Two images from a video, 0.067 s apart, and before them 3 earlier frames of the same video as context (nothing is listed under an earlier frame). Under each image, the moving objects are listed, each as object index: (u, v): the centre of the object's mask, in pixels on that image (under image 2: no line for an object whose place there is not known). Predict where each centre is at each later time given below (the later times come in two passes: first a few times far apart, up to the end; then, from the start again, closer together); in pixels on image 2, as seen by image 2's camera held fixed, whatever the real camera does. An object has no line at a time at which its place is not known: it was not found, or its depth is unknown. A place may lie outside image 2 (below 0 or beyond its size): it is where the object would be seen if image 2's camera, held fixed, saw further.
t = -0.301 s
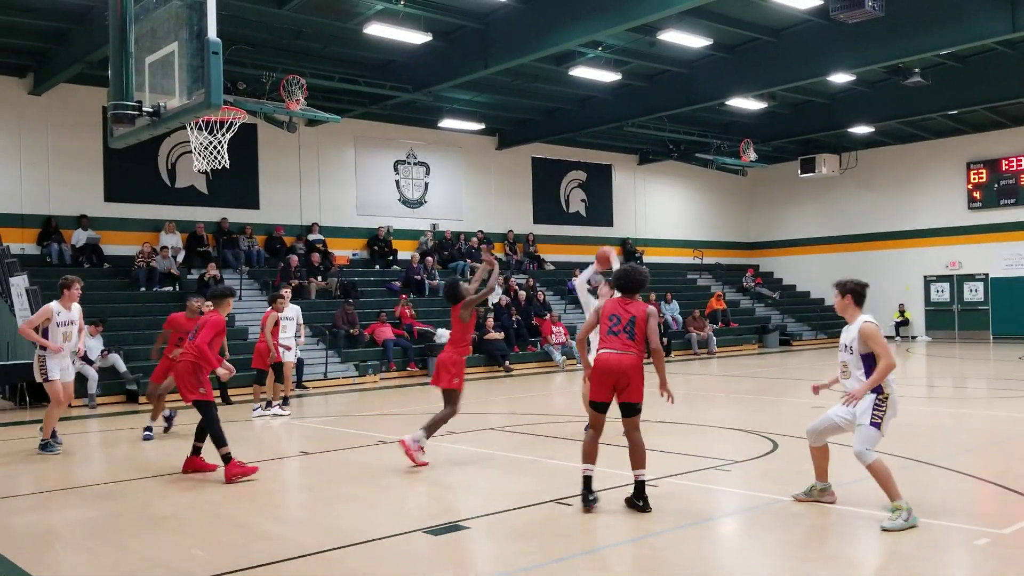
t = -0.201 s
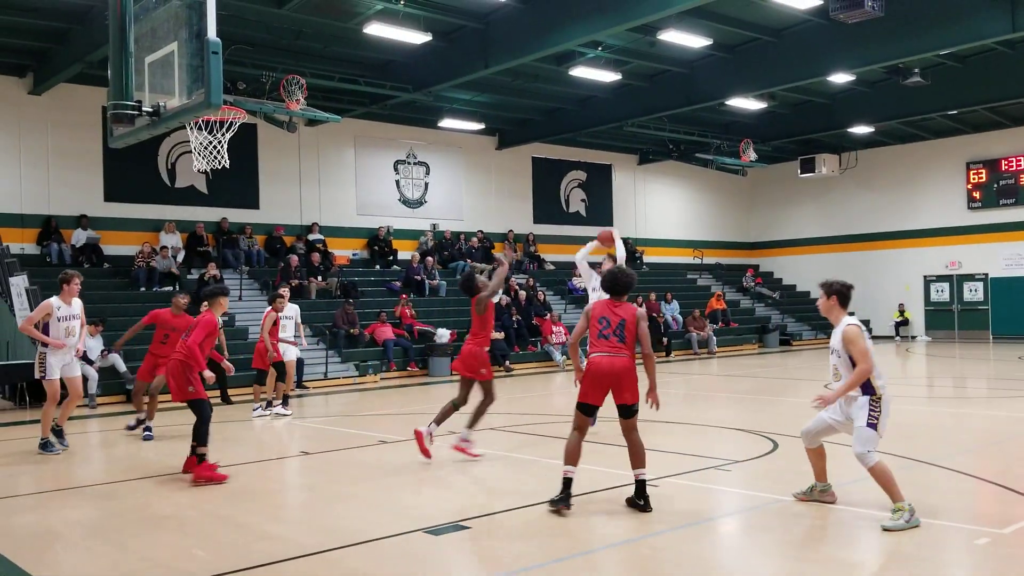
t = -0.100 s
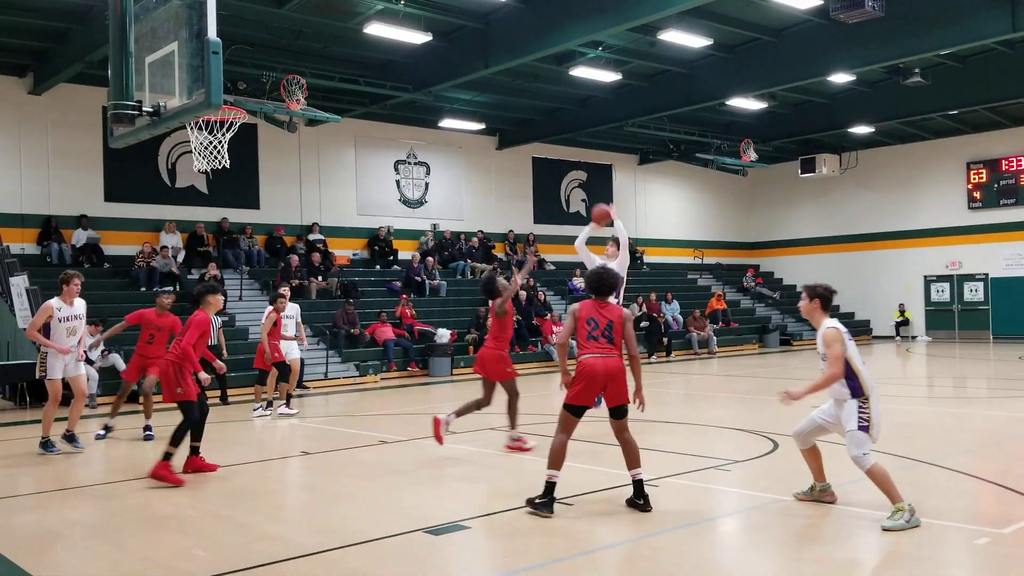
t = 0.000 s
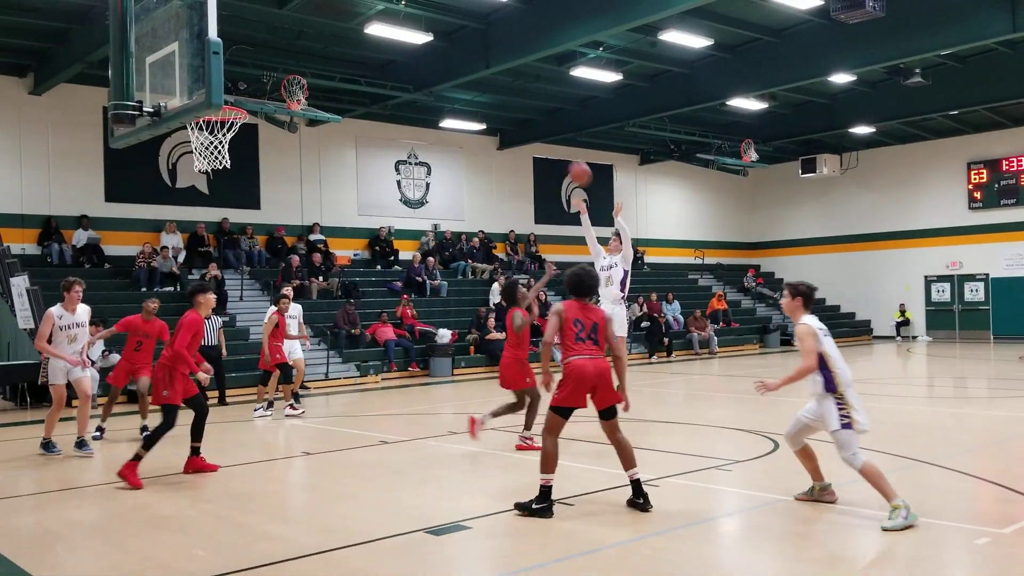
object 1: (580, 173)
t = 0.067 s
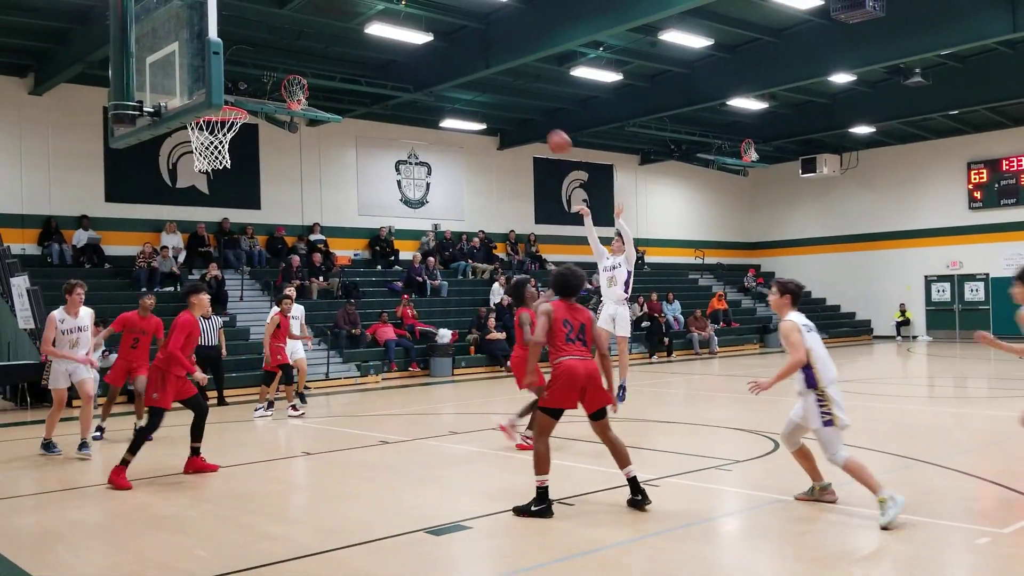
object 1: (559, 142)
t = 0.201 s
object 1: (515, 93)
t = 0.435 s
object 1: (432, 38)
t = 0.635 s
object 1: (347, 33)
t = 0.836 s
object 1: (253, 76)
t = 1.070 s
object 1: (200, 145)
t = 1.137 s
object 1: (211, 157)
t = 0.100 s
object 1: (548, 129)
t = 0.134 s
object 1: (538, 117)
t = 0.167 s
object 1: (527, 104)
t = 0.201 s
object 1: (515, 93)
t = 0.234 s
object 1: (504, 82)
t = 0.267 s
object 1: (492, 73)
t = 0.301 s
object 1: (480, 64)
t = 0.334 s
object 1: (468, 56)
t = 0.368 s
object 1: (456, 49)
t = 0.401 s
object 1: (444, 43)
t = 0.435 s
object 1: (432, 38)
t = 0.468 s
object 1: (418, 34)
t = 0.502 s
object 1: (404, 31)
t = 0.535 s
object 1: (390, 30)
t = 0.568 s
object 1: (375, 30)
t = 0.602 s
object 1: (360, 31)
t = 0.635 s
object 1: (347, 33)
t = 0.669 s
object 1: (332, 37)
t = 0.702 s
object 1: (317, 42)
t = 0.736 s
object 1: (302, 48)
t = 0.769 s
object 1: (286, 56)
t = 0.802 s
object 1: (270, 65)
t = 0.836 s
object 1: (253, 76)
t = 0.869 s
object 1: (238, 87)
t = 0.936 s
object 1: (211, 122)
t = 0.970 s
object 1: (201, 128)
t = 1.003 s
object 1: (194, 133)
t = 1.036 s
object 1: (195, 141)
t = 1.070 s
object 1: (200, 145)
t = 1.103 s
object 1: (207, 154)
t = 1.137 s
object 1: (211, 157)
